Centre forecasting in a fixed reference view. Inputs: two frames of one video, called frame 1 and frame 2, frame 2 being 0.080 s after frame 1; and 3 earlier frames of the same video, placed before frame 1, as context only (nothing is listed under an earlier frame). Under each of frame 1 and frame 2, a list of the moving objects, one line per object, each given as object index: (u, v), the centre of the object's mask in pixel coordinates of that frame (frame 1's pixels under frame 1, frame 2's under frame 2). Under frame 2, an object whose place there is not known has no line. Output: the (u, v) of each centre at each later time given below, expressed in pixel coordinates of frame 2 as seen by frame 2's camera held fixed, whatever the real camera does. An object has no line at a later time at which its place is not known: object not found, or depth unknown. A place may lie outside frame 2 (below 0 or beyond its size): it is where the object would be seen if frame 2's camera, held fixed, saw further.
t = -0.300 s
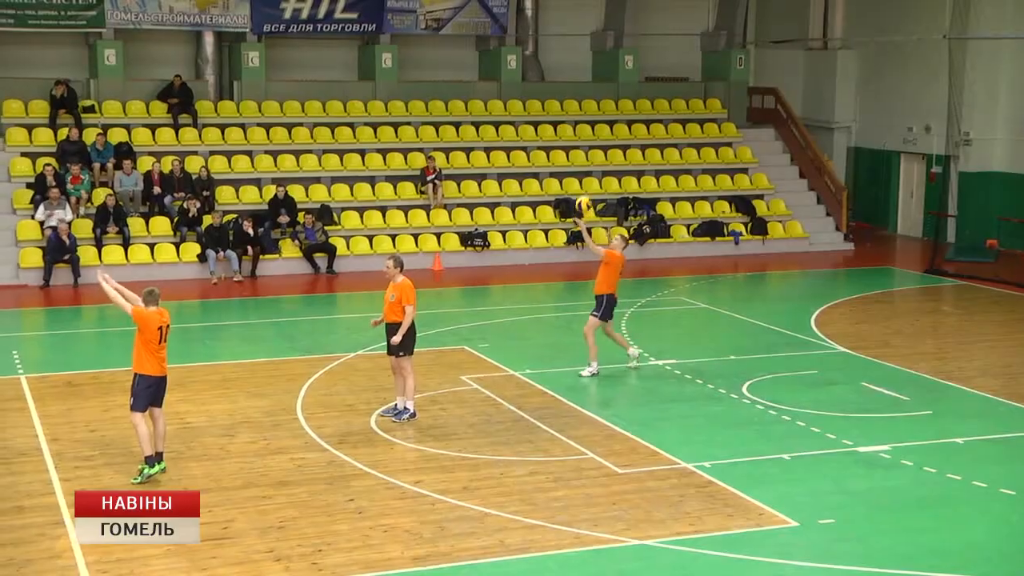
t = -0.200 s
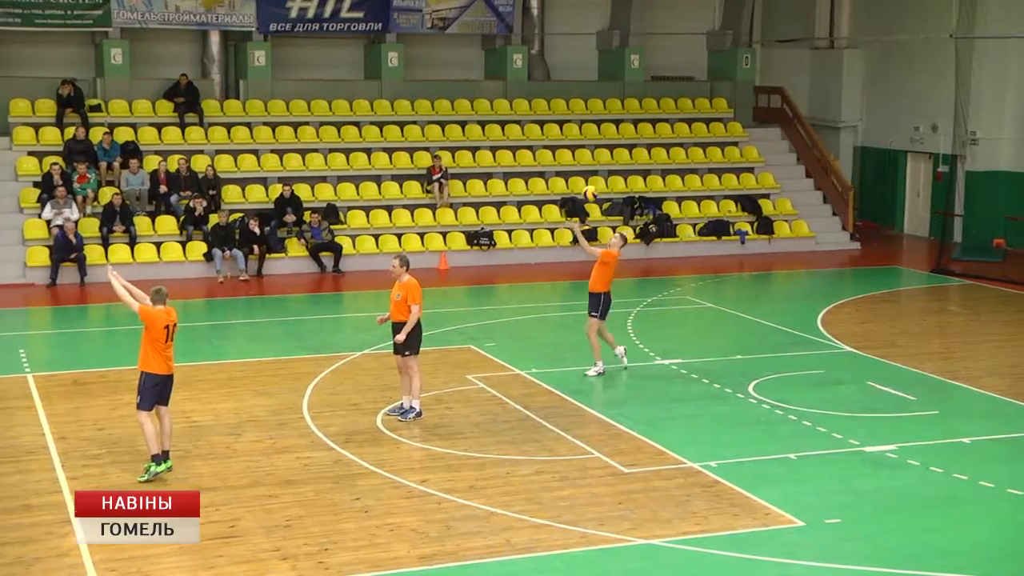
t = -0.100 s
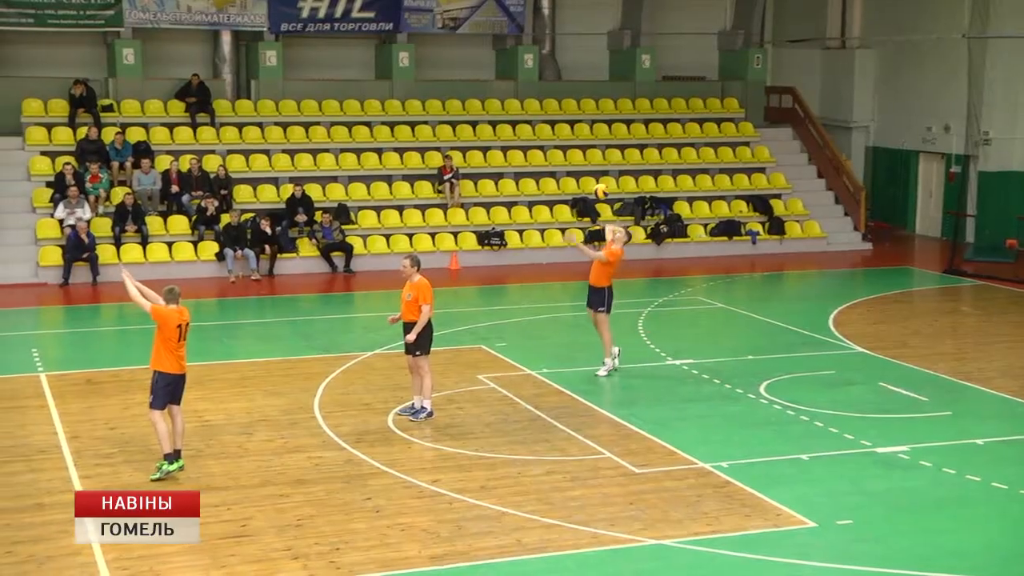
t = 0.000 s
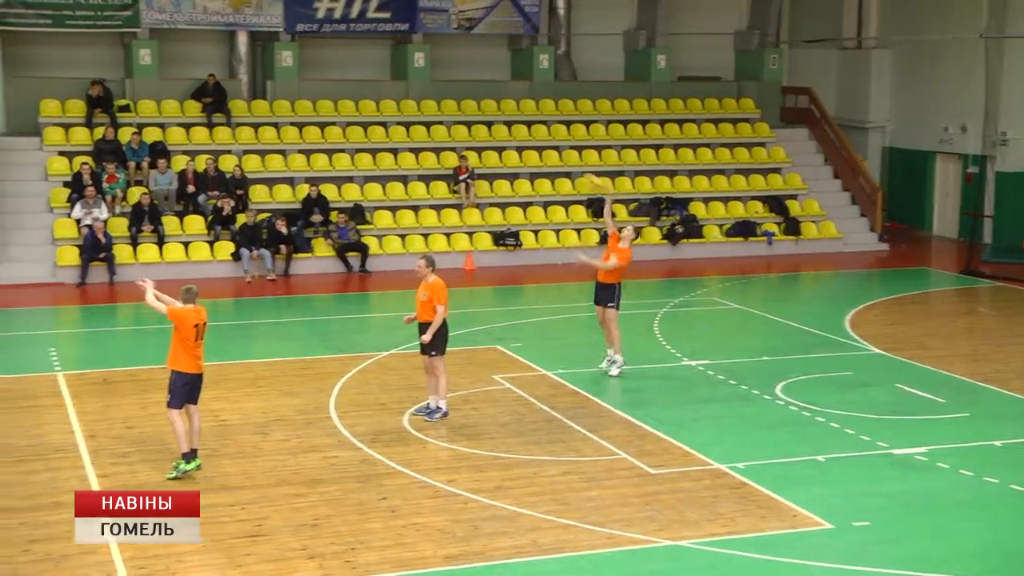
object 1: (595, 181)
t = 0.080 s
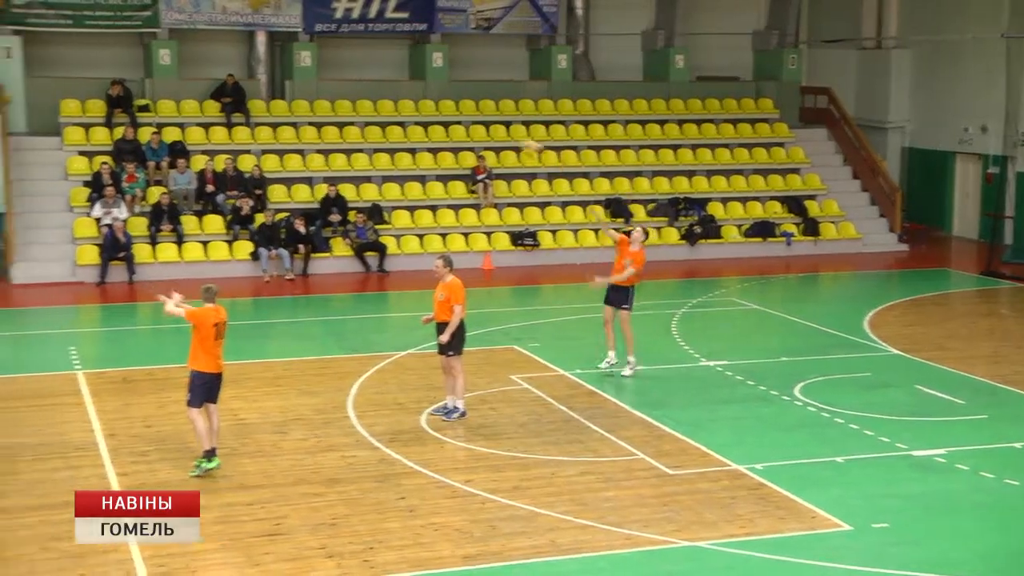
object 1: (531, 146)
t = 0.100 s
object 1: (514, 139)
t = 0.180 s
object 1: (435, 105)
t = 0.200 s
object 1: (413, 96)
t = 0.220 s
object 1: (395, 93)
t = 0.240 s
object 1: (376, 86)
